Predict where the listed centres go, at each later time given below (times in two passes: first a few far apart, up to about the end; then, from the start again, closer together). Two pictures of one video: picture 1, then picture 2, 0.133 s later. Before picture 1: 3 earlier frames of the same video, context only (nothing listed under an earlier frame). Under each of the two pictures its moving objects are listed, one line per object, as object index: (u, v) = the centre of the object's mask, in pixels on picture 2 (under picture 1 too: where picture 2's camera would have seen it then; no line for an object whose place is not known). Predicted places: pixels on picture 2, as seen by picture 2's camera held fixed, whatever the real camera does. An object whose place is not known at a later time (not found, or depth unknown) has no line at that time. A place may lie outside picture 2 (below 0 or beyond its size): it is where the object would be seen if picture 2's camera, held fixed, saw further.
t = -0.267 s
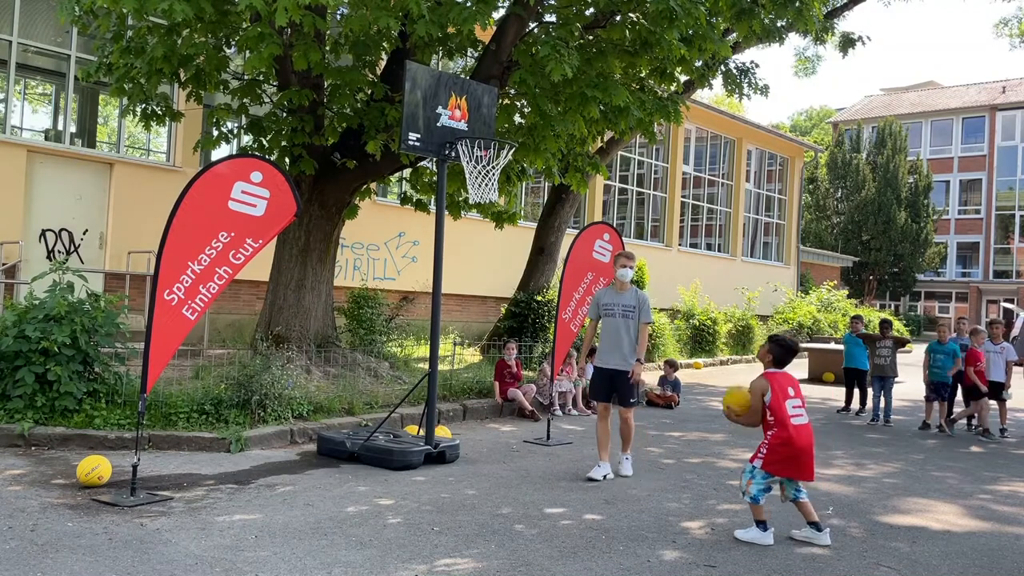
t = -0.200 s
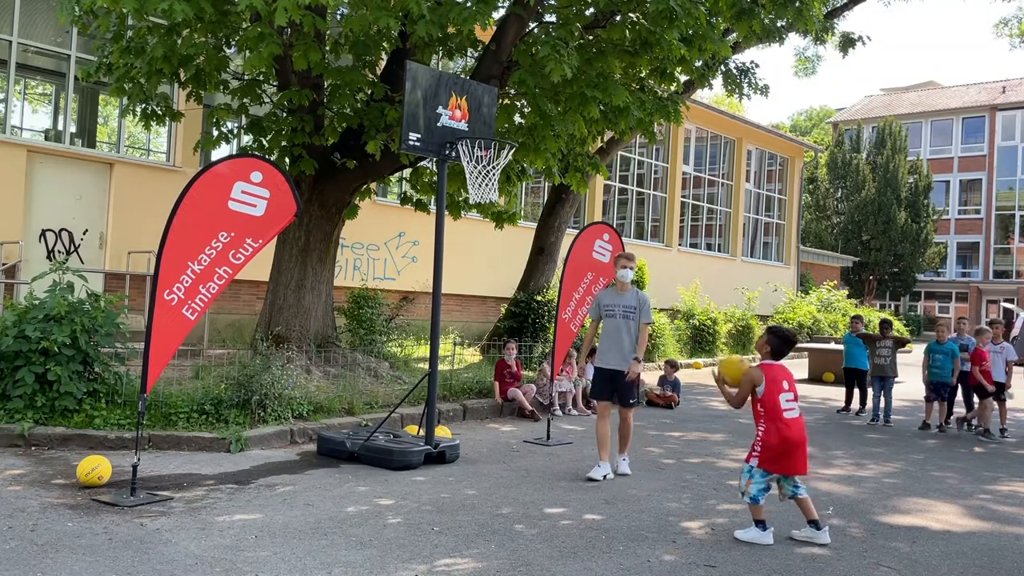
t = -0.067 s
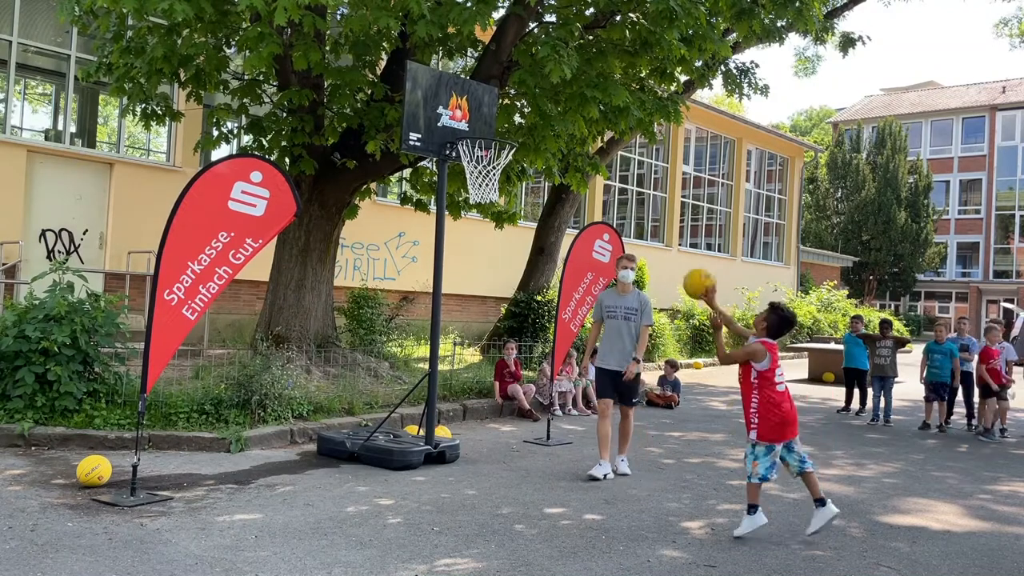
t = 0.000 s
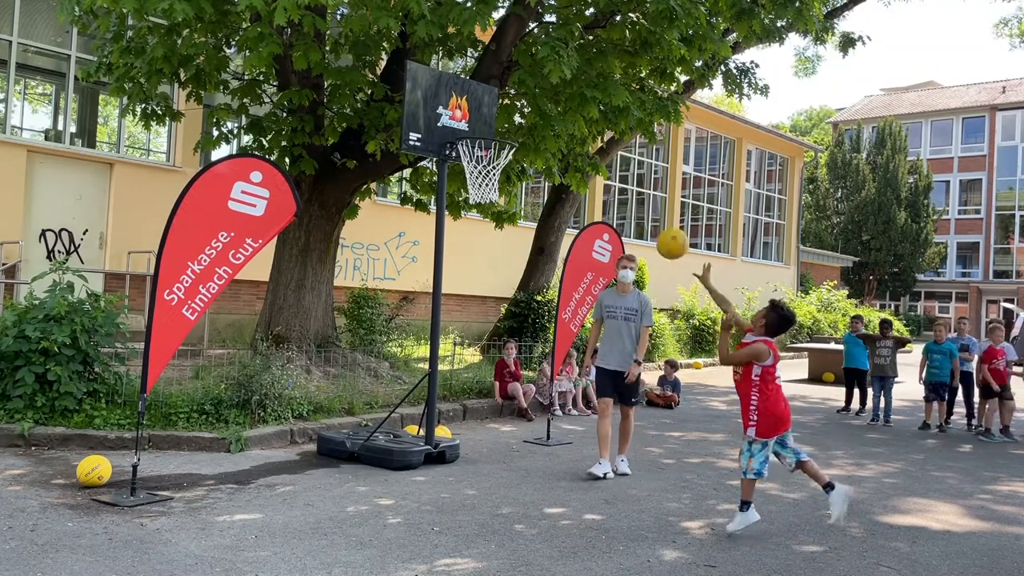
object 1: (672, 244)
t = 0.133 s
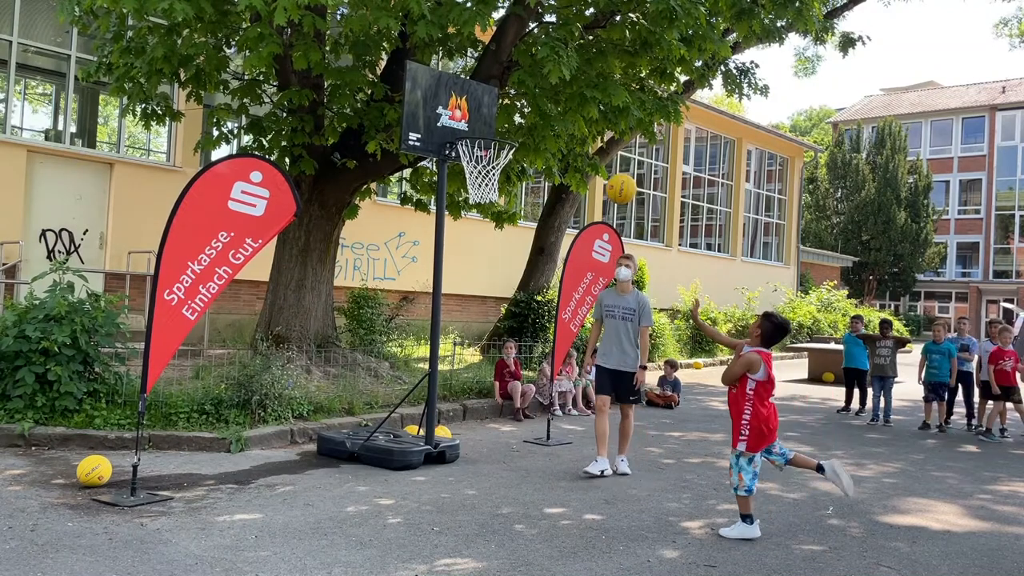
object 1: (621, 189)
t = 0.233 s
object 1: (585, 166)
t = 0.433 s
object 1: (520, 166)
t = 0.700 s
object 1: (461, 215)
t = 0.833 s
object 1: (443, 261)
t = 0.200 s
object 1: (597, 172)
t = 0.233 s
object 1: (585, 166)
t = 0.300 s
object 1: (562, 160)
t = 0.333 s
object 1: (551, 160)
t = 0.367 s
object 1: (541, 160)
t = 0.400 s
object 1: (530, 163)
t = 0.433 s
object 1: (520, 166)
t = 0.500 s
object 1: (499, 177)
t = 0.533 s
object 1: (490, 183)
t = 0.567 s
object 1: (484, 188)
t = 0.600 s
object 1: (478, 192)
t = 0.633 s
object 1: (473, 198)
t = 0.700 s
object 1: (461, 215)
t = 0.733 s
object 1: (456, 226)
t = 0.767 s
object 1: (450, 237)
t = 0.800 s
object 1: (445, 250)
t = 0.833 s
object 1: (443, 261)
